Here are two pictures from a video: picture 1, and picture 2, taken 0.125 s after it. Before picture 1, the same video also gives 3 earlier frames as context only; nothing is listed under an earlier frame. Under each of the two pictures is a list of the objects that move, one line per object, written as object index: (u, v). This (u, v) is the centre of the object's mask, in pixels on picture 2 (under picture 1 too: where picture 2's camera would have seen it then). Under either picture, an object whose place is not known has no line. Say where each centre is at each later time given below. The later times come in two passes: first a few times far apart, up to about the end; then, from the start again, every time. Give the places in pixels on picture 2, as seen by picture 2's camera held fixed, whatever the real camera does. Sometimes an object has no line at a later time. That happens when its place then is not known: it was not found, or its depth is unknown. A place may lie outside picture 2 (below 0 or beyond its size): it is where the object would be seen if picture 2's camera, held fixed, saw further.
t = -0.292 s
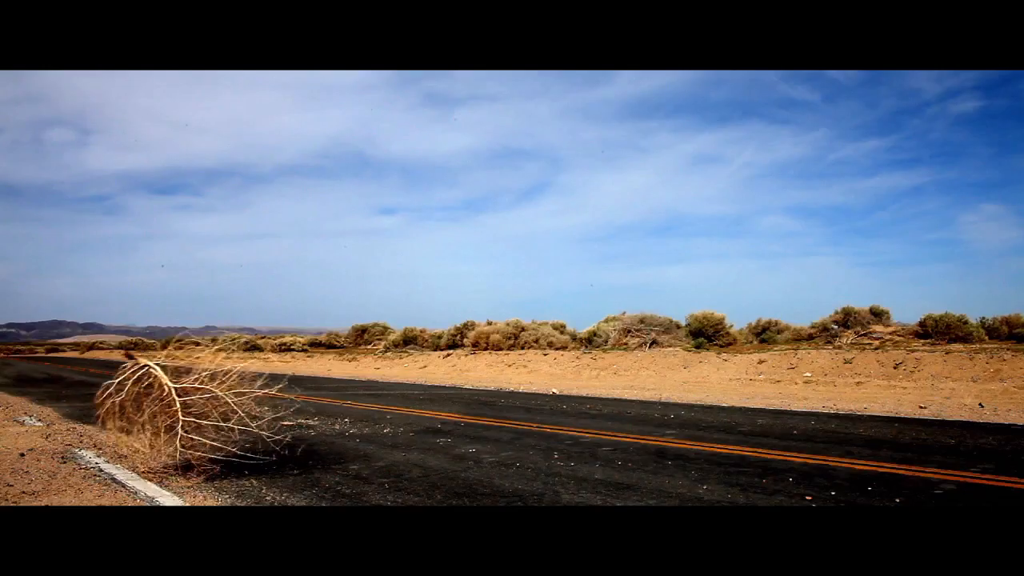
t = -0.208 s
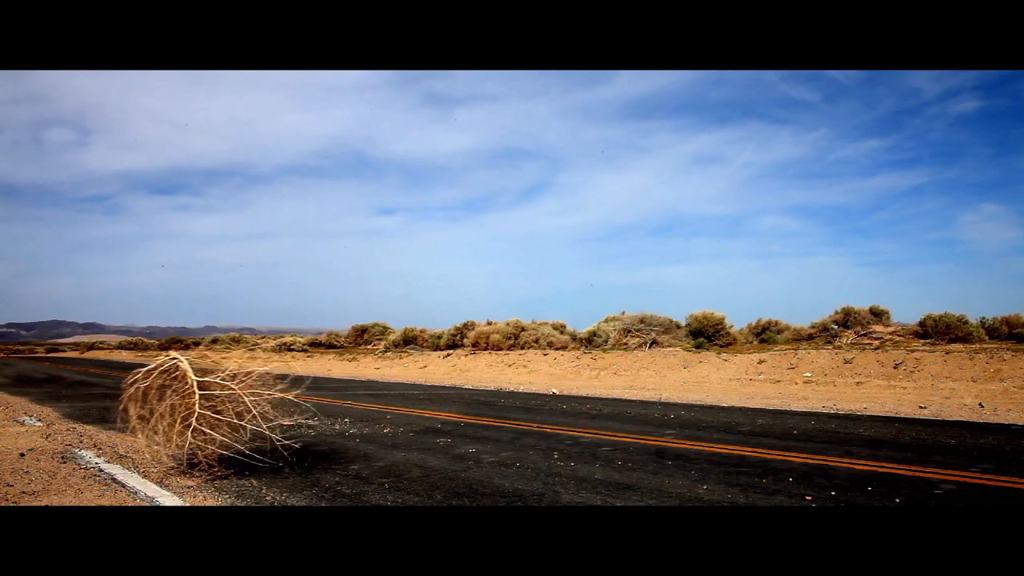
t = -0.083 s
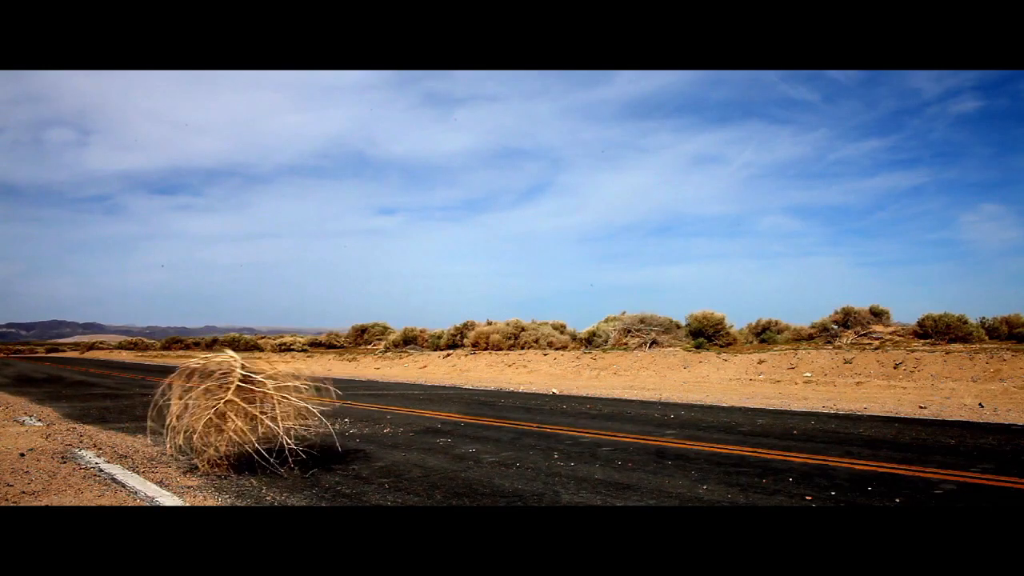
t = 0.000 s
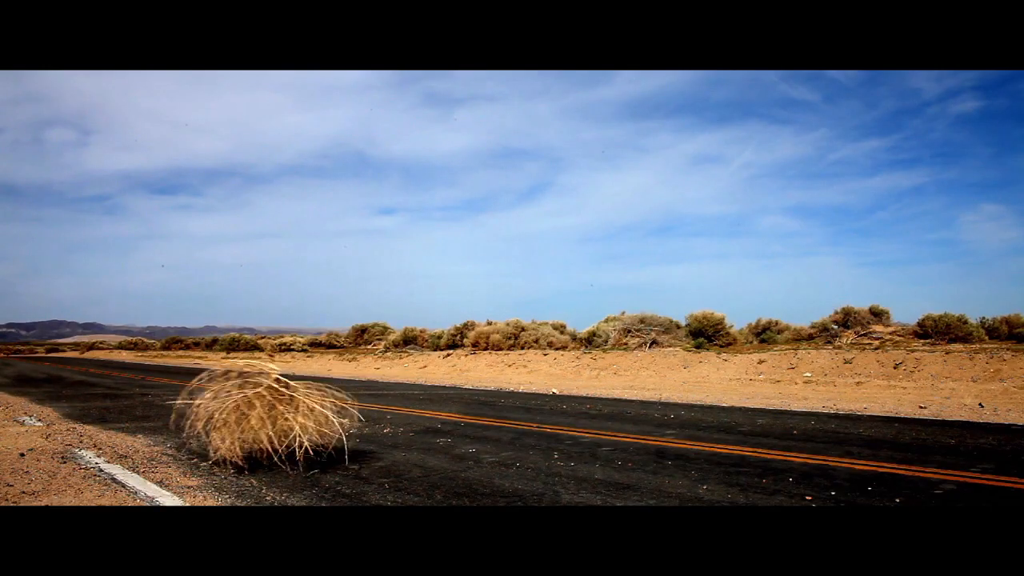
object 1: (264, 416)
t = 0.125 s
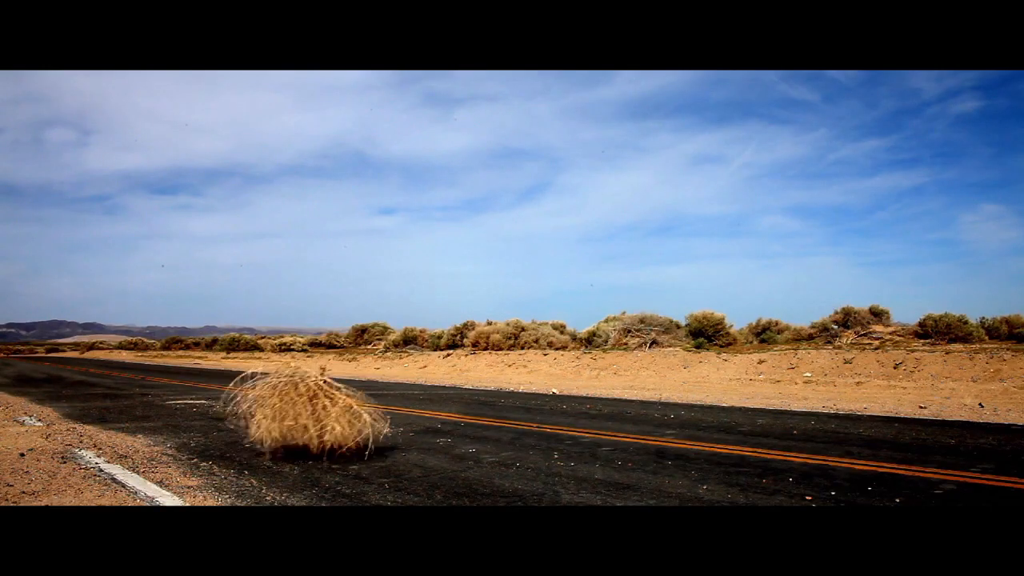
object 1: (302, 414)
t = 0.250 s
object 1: (337, 399)
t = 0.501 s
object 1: (410, 395)
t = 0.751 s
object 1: (487, 393)
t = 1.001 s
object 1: (528, 376)
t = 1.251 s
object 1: (570, 379)
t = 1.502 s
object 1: (613, 360)
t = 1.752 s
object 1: (670, 371)
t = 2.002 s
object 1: (724, 383)
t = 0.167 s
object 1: (315, 409)
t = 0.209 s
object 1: (328, 404)
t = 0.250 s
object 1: (337, 399)
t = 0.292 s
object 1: (350, 400)
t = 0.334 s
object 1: (366, 402)
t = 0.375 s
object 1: (376, 399)
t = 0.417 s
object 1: (388, 398)
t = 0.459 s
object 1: (399, 395)
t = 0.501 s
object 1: (410, 395)
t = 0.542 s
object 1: (420, 391)
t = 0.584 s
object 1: (431, 388)
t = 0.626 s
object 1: (446, 384)
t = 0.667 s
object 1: (459, 384)
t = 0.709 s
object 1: (472, 387)
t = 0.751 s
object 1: (487, 393)
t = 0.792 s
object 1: (500, 398)
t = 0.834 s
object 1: (506, 394)
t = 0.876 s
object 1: (510, 389)
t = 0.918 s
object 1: (516, 382)
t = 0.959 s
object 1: (520, 380)
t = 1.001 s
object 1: (528, 376)
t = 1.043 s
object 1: (536, 378)
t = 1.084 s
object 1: (543, 381)
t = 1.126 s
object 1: (551, 383)
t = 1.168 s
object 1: (556, 383)
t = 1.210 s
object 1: (564, 382)
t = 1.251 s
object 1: (570, 379)
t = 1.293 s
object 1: (576, 376)
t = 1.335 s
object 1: (587, 371)
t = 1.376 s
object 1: (596, 367)
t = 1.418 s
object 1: (601, 365)
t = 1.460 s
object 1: (606, 362)
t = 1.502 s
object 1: (613, 360)
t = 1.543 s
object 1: (624, 359)
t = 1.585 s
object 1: (632, 360)
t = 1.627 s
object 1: (640, 359)
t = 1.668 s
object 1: (647, 361)
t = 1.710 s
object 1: (658, 367)
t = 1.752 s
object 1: (670, 371)
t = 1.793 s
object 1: (677, 376)
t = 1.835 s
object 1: (681, 380)
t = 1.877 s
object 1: (695, 382)
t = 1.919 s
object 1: (706, 384)
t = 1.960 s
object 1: (718, 385)
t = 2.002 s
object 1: (724, 383)
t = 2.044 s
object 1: (733, 380)
